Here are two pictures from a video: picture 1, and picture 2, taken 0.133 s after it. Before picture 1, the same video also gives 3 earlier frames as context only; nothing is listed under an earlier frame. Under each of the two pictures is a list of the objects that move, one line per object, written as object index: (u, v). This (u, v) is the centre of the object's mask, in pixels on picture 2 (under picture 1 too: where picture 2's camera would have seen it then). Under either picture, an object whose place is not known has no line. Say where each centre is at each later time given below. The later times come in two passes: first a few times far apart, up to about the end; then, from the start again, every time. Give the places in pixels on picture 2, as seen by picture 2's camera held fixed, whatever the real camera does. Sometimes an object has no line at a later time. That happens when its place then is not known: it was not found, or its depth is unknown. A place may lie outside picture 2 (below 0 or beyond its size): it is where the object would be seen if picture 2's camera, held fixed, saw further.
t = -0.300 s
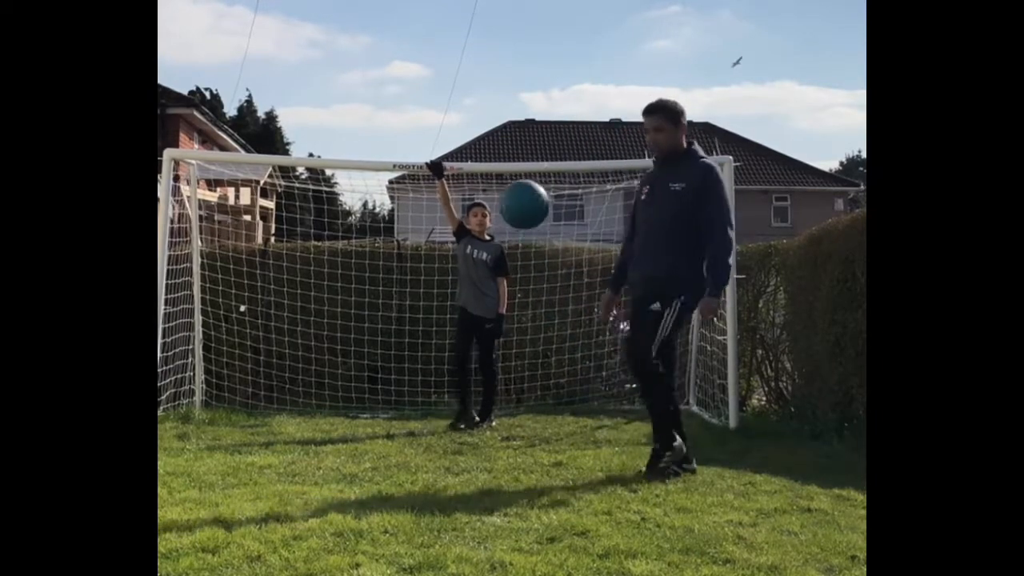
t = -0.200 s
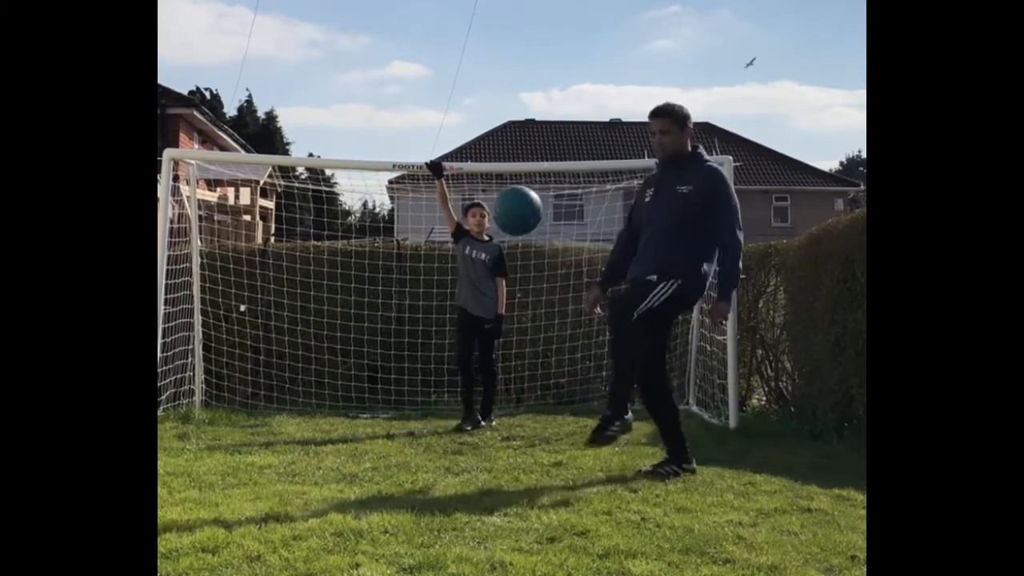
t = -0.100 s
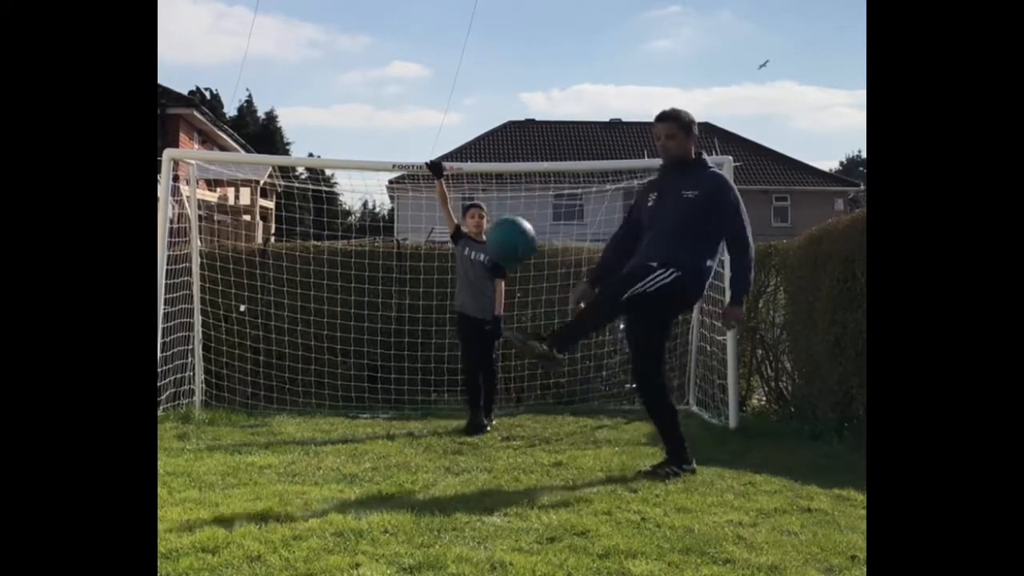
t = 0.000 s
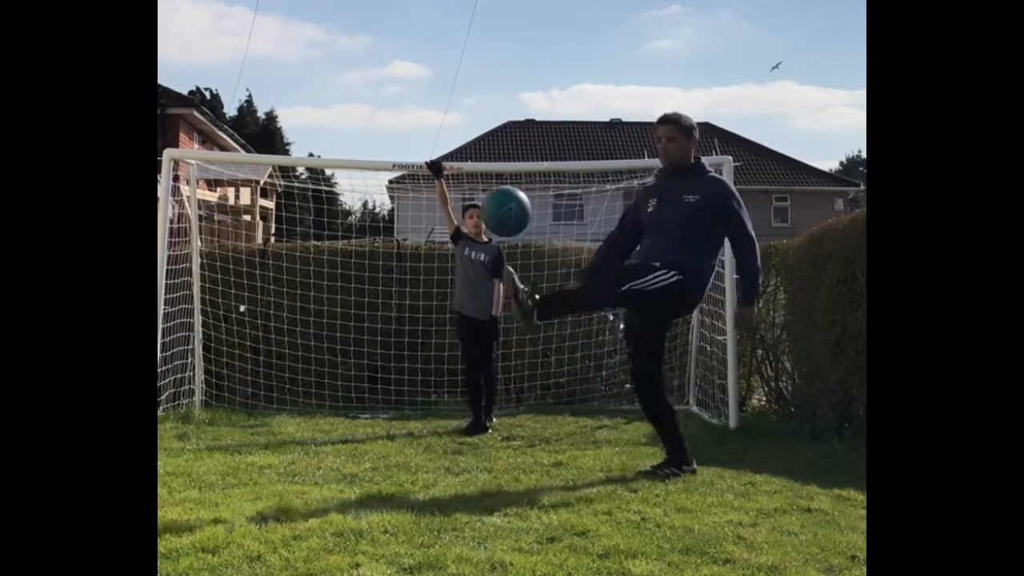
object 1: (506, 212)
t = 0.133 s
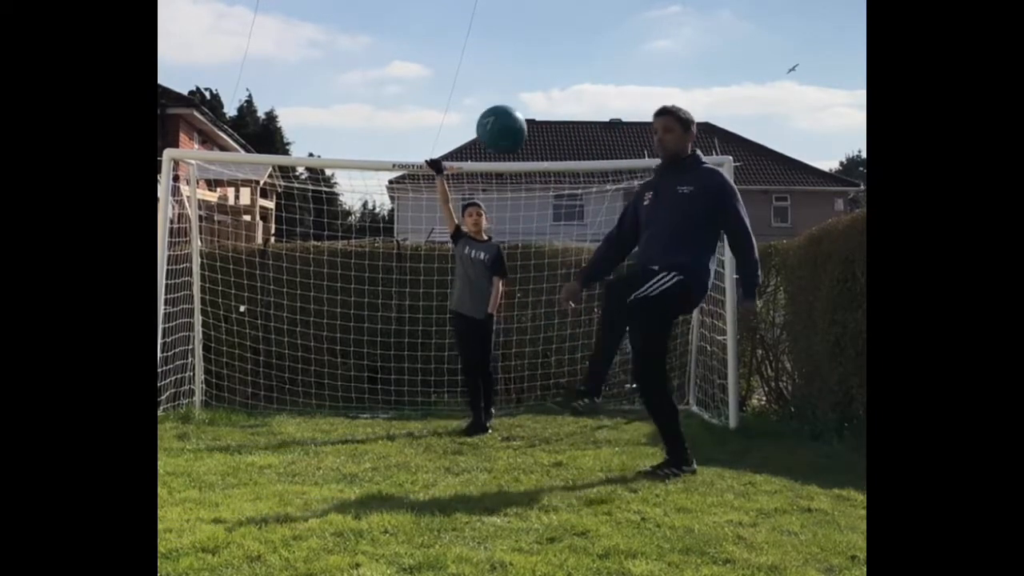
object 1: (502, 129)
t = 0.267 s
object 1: (498, 90)
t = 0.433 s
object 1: (493, 104)
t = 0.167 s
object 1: (500, 116)
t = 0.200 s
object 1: (499, 104)
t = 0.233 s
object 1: (498, 96)
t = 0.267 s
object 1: (498, 90)
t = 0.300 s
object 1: (497, 88)
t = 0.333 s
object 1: (496, 88)
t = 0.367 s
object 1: (496, 90)
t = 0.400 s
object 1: (494, 96)
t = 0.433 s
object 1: (493, 104)
